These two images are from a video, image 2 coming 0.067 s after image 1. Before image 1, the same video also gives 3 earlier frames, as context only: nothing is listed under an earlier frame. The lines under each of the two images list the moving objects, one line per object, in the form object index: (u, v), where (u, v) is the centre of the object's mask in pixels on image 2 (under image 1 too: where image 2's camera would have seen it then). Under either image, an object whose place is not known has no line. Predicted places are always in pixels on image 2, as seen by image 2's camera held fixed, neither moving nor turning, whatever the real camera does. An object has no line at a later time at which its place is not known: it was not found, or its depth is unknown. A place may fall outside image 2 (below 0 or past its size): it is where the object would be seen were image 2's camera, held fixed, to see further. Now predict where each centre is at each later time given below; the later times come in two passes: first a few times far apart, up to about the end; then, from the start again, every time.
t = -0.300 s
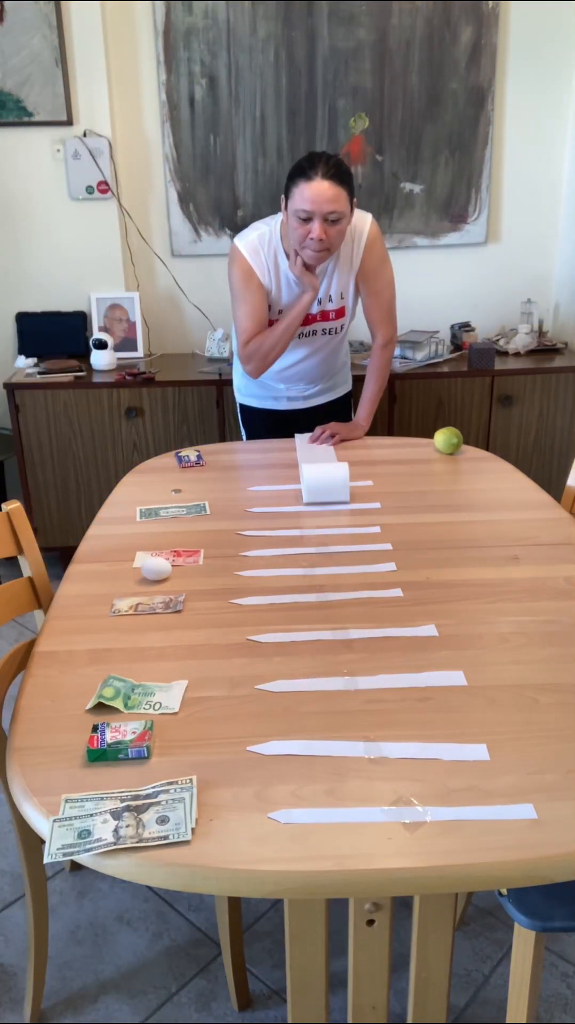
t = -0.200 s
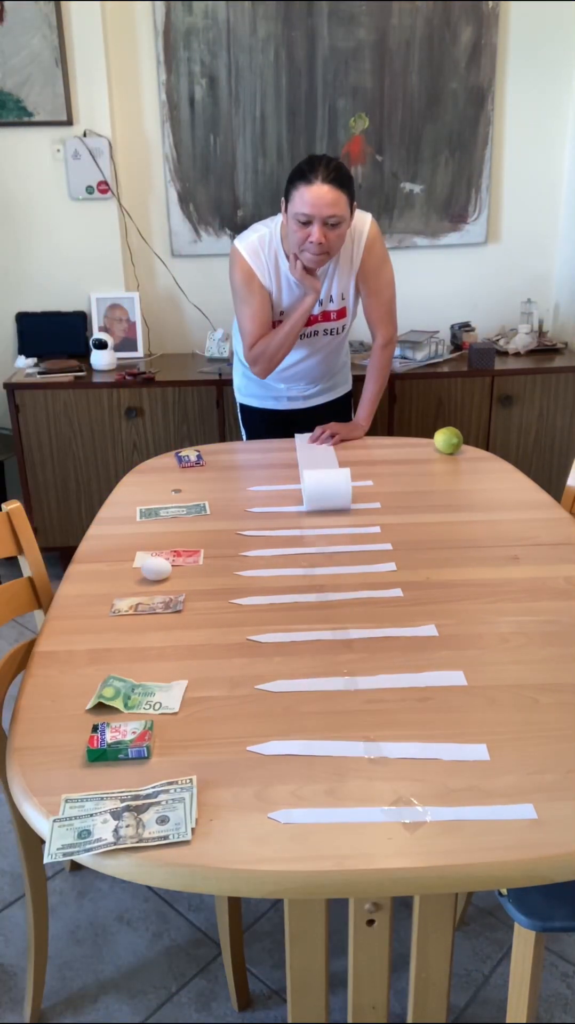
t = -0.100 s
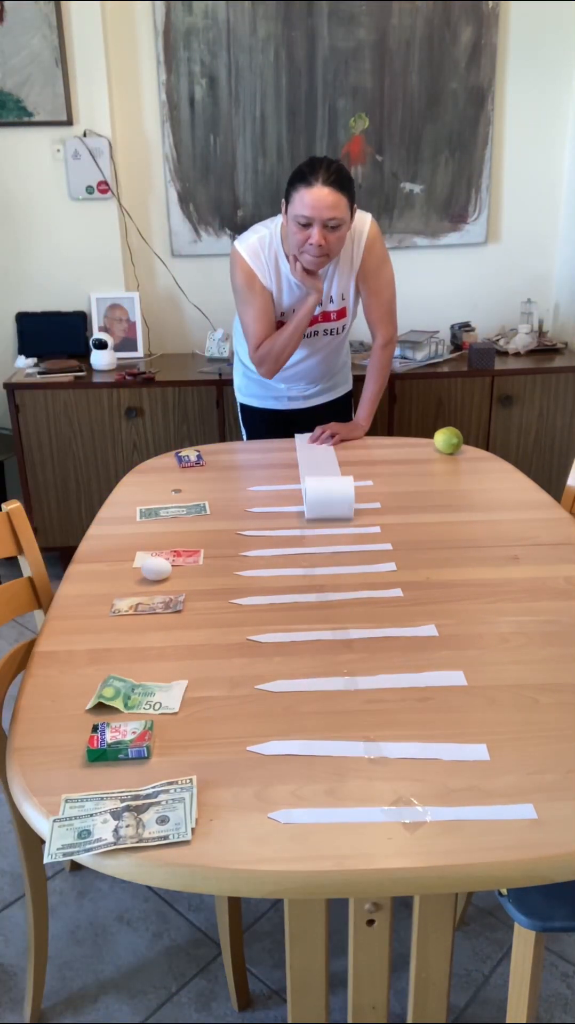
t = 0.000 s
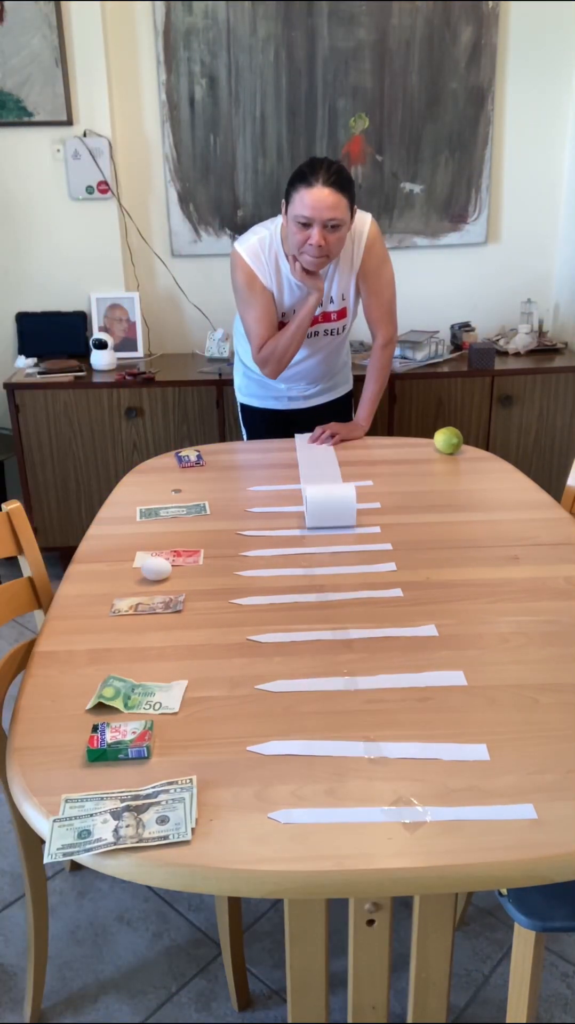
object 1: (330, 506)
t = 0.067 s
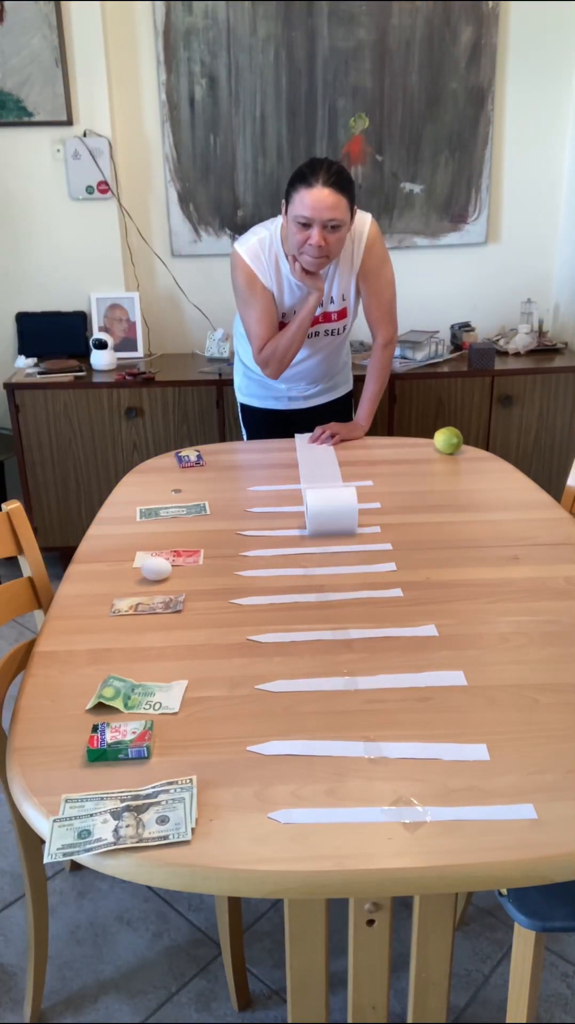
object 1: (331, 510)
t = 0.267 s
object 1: (334, 526)
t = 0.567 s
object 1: (340, 550)
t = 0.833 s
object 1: (344, 571)
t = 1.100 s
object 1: (349, 591)
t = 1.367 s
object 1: (353, 611)
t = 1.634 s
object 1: (358, 629)
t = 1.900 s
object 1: (363, 647)
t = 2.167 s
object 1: (365, 657)
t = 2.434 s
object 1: (367, 668)
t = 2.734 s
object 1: (370, 681)
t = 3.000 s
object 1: (370, 678)
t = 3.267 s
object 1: (367, 667)
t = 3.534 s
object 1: (368, 673)
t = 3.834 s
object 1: (369, 674)
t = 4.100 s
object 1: (368, 672)
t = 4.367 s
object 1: (369, 674)
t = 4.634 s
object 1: (368, 673)
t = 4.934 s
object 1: (368, 673)
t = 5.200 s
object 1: (368, 673)
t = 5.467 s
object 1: (368, 673)
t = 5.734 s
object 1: (368, 673)
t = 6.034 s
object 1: (368, 673)
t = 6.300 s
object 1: (368, 673)
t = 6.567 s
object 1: (368, 673)
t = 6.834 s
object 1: (368, 673)
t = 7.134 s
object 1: (368, 673)
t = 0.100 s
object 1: (332, 512)
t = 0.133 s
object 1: (332, 515)
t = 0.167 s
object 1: (333, 519)
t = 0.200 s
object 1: (333, 521)
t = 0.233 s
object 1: (334, 523)
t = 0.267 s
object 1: (334, 526)
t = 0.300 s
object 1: (335, 528)
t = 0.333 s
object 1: (335, 530)
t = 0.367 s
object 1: (336, 534)
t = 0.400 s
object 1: (337, 536)
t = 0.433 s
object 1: (337, 539)
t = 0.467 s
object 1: (338, 541)
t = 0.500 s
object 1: (339, 546)
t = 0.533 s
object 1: (340, 548)
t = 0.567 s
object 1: (340, 550)
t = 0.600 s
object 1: (340, 552)
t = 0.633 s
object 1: (341, 554)
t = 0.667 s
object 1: (341, 557)
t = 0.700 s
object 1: (342, 560)
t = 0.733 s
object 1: (343, 563)
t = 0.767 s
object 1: (344, 566)
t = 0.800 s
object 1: (344, 569)
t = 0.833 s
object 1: (344, 571)
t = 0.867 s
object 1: (345, 573)
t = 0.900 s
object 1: (345, 574)
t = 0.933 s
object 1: (346, 578)
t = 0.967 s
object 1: (347, 581)
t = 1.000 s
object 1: (347, 584)
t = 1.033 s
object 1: (348, 587)
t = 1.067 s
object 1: (349, 589)
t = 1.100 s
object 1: (349, 591)
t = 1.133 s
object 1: (350, 593)
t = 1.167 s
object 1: (350, 596)
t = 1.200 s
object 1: (351, 598)
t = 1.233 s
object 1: (351, 601)
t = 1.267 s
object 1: (352, 604)
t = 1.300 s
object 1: (352, 607)
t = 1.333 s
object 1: (353, 608)
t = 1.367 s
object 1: (353, 611)
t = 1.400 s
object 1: (354, 612)
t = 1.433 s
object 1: (354, 615)
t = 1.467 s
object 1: (355, 617)
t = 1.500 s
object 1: (356, 619)
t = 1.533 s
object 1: (357, 622)
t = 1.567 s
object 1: (357, 624)
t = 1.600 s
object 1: (357, 626)
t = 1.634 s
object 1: (358, 629)
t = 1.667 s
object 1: (358, 631)
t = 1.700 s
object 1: (359, 633)
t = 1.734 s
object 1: (359, 636)
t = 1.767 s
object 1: (360, 639)
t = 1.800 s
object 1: (361, 641)
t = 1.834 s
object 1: (361, 643)
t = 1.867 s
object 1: (362, 645)
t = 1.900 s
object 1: (363, 647)
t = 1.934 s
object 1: (363, 650)
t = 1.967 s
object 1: (364, 652)
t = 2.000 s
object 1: (364, 653)
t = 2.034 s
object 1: (364, 653)
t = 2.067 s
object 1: (364, 655)
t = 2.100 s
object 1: (365, 655)
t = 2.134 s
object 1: (365, 656)
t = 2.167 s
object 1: (365, 657)
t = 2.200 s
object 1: (365, 658)
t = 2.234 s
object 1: (365, 659)
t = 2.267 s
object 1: (366, 660)
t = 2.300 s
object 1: (366, 661)
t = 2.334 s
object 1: (366, 663)
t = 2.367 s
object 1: (366, 664)
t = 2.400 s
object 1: (367, 666)
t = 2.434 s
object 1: (367, 668)
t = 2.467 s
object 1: (368, 671)
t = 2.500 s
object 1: (368, 673)
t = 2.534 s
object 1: (369, 675)
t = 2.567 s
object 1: (369, 677)
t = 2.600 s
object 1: (370, 678)
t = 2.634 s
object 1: (370, 679)
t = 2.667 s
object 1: (370, 680)
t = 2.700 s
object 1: (370, 680)
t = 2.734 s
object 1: (370, 681)
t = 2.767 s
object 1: (371, 681)
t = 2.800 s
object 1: (370, 681)
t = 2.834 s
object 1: (370, 681)
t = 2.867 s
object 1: (370, 681)
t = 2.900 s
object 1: (370, 680)
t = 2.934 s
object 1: (370, 680)
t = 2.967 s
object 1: (370, 679)
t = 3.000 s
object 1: (370, 678)
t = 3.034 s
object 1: (369, 677)
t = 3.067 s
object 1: (369, 676)
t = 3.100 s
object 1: (369, 674)
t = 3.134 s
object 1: (369, 673)
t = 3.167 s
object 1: (368, 671)
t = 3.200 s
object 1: (368, 669)
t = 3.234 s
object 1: (368, 668)
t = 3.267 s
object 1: (367, 667)
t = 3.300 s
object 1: (367, 667)
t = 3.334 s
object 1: (368, 667)
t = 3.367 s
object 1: (368, 668)
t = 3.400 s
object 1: (368, 669)
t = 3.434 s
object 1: (368, 670)
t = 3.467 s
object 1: (368, 671)
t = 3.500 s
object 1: (368, 672)
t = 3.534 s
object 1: (368, 673)
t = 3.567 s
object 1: (369, 675)
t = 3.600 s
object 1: (369, 676)
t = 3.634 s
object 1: (369, 676)
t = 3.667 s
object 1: (369, 676)
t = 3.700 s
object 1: (369, 676)
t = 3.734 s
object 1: (369, 676)
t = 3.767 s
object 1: (369, 675)
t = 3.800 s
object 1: (369, 675)
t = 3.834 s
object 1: (369, 674)
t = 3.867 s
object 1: (369, 673)
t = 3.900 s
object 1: (369, 674)
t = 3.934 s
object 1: (368, 672)
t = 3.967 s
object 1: (368, 671)
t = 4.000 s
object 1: (368, 671)
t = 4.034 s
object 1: (368, 671)
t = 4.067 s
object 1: (368, 671)
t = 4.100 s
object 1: (368, 672)
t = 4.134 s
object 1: (368, 672)
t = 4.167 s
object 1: (368, 673)
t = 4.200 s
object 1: (368, 673)
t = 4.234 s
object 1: (369, 674)
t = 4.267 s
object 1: (369, 674)
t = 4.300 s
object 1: (369, 675)
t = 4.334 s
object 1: (369, 675)
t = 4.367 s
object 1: (369, 674)
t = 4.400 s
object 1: (369, 674)
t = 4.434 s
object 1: (369, 674)
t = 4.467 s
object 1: (368, 673)
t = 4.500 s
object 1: (368, 673)
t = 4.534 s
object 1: (368, 673)
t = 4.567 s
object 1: (368, 673)
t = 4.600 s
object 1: (368, 673)
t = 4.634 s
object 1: (368, 673)
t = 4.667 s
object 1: (368, 673)
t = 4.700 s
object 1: (368, 673)
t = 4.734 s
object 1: (368, 673)
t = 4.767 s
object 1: (368, 673)
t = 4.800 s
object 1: (368, 673)
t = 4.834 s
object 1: (368, 673)
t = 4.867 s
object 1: (368, 673)
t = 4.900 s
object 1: (368, 673)
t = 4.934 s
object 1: (368, 673)
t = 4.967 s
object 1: (368, 673)
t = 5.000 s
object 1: (368, 673)
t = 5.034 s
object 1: (368, 673)
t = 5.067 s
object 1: (368, 673)
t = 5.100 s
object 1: (368, 673)
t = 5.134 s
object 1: (368, 673)
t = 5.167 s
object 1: (368, 673)
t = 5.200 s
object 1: (368, 673)
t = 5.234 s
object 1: (368, 673)
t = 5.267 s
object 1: (368, 673)
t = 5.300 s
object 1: (368, 673)
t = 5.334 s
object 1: (368, 673)
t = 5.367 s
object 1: (368, 673)
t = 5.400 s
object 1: (368, 673)
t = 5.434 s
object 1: (368, 673)
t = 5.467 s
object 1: (368, 673)
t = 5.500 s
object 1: (368, 673)
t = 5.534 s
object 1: (368, 673)
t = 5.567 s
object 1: (368, 673)
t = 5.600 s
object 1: (368, 673)
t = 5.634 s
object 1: (368, 673)
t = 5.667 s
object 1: (368, 673)
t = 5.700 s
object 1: (368, 673)
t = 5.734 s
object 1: (368, 673)
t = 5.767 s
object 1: (368, 673)
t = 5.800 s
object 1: (368, 673)
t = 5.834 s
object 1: (368, 673)
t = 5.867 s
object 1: (368, 673)
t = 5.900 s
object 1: (368, 673)
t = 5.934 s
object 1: (368, 673)
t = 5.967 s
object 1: (368, 673)
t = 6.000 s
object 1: (368, 673)
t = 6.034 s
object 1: (368, 673)
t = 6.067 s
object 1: (368, 673)
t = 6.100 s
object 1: (368, 673)
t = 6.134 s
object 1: (368, 673)
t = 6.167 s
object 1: (368, 673)
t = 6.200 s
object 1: (368, 673)
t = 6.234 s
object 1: (368, 673)
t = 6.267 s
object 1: (368, 673)
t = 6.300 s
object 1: (368, 673)
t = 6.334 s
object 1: (368, 673)
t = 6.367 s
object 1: (368, 673)
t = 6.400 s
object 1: (368, 673)
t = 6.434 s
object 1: (368, 673)
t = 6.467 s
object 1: (368, 673)
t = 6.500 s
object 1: (368, 673)
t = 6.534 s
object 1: (368, 673)
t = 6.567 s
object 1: (368, 673)
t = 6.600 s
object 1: (368, 673)
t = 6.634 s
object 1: (368, 673)
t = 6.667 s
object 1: (368, 673)
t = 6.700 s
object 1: (368, 673)
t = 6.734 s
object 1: (368, 673)
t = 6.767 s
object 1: (368, 673)
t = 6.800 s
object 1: (368, 673)
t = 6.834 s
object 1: (368, 673)
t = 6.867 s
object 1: (368, 673)
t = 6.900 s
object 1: (368, 673)
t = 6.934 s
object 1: (368, 673)
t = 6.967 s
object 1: (368, 673)
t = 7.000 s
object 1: (368, 673)
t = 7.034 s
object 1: (368, 673)
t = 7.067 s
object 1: (368, 673)
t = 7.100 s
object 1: (368, 673)
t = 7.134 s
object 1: (368, 673)
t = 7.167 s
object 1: (368, 673)
